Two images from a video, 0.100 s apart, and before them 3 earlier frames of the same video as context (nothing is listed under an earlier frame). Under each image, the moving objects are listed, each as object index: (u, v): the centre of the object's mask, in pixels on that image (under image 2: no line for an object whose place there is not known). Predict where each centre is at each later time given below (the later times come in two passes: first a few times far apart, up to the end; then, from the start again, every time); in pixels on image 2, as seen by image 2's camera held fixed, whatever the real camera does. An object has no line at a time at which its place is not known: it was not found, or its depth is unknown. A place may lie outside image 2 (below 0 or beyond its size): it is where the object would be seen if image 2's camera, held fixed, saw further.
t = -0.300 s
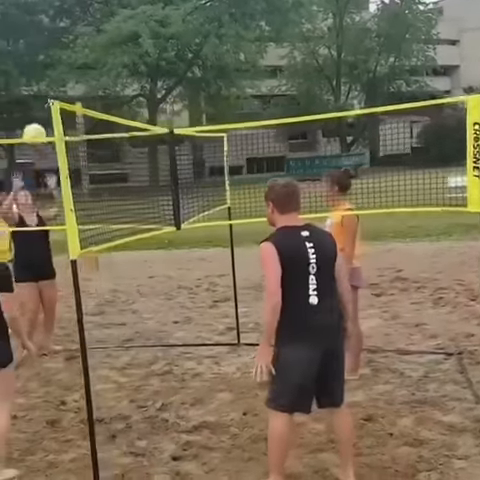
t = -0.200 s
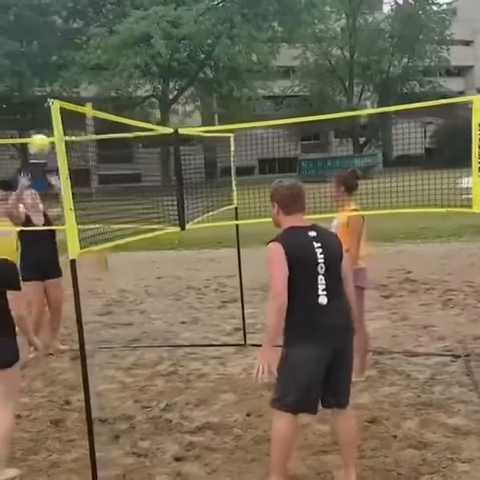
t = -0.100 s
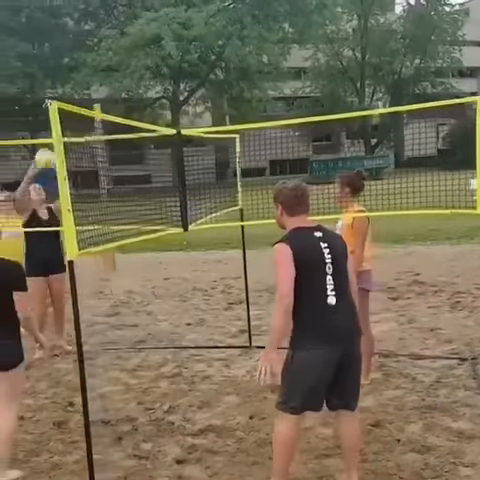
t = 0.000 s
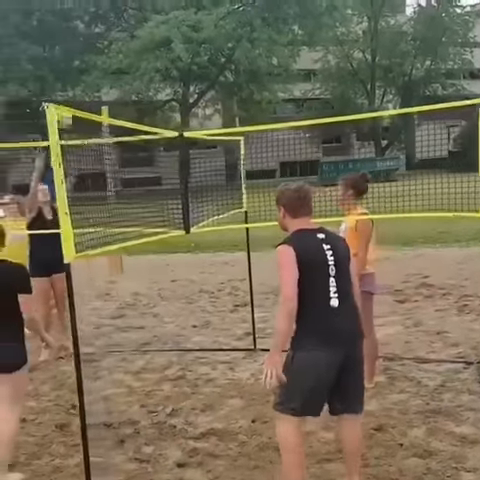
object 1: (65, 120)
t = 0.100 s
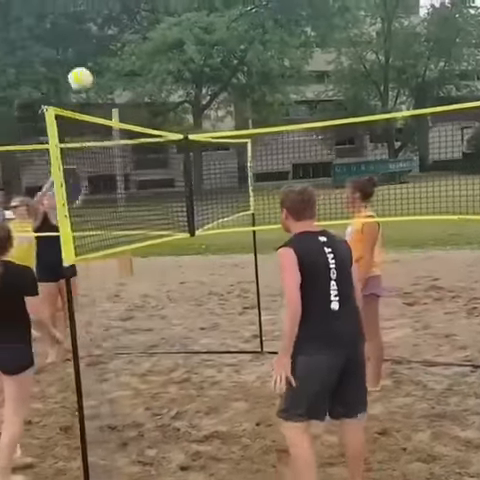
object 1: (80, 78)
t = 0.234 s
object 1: (91, 38)
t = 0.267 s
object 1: (94, 31)
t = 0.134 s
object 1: (83, 67)
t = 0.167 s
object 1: (85, 57)
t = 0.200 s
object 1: (88, 47)
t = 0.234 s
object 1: (91, 38)
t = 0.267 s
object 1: (94, 31)
